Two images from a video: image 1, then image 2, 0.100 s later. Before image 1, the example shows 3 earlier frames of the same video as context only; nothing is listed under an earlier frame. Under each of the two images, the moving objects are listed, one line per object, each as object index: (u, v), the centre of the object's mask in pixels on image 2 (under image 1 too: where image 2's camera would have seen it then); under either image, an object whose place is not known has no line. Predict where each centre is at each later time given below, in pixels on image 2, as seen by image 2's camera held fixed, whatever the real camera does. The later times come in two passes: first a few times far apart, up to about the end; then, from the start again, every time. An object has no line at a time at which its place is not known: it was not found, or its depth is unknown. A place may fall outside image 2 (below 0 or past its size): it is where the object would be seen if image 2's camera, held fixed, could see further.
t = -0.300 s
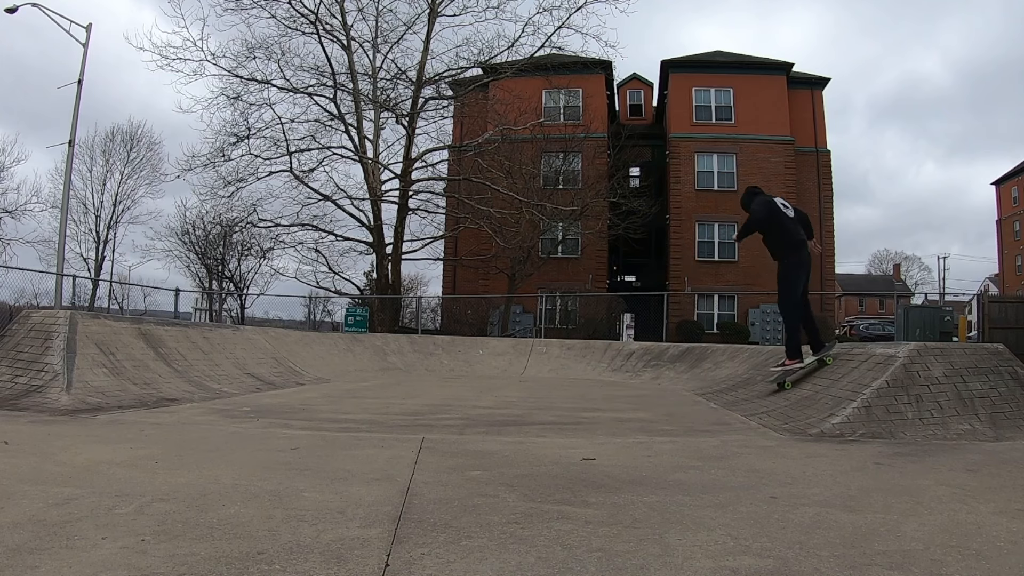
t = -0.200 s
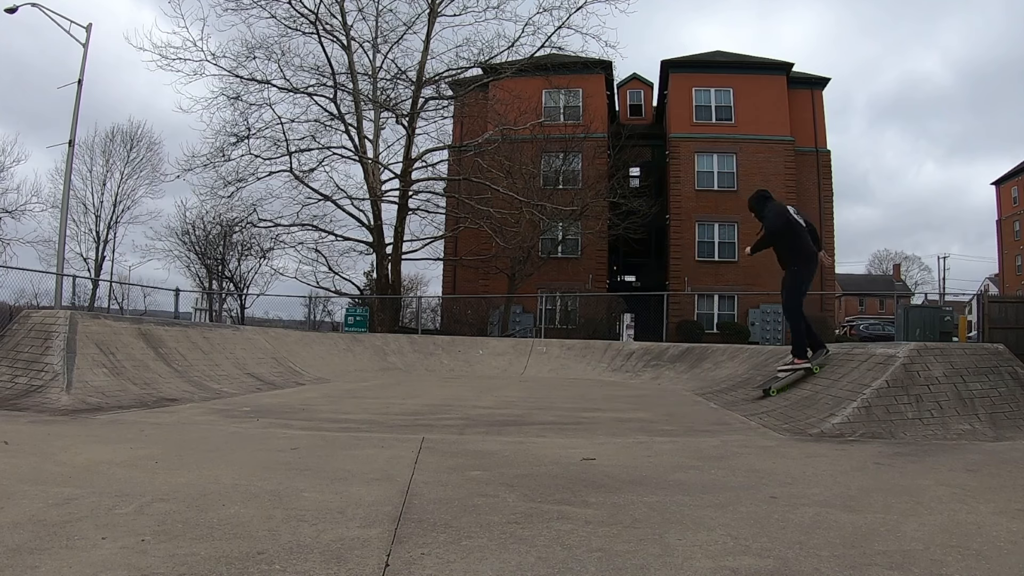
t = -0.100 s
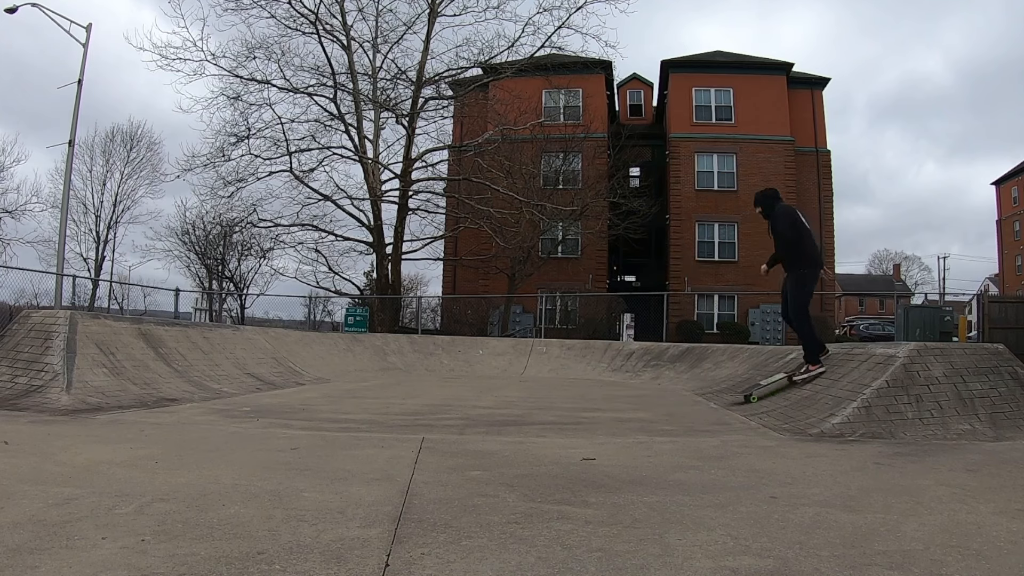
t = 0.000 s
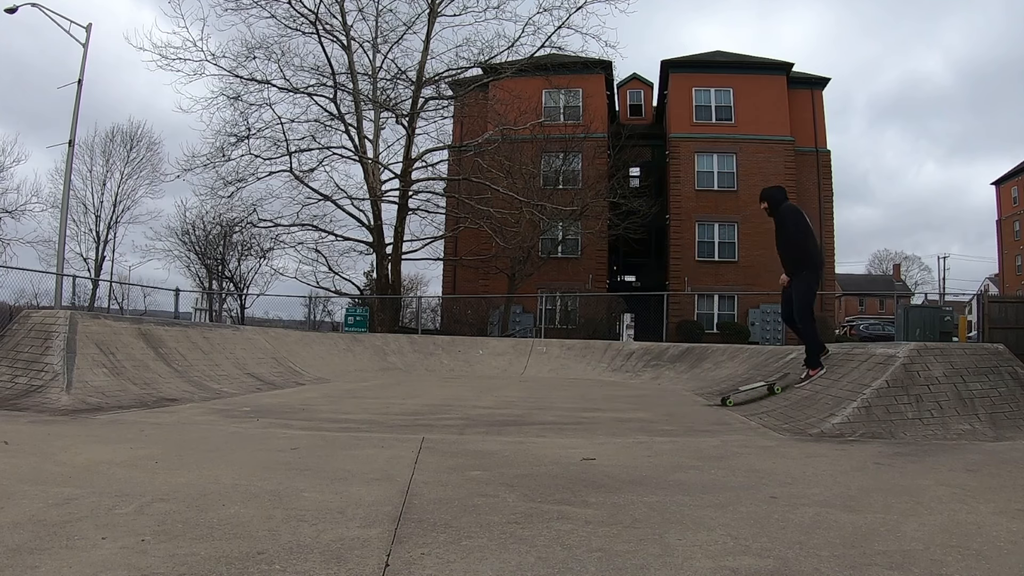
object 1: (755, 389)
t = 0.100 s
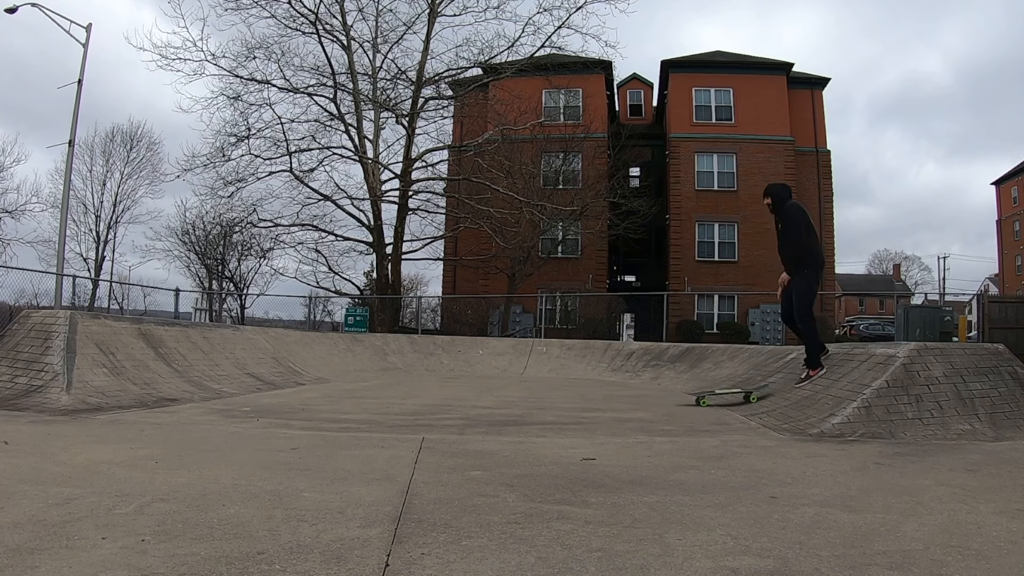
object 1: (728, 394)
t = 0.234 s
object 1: (686, 396)
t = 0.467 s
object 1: (628, 394)
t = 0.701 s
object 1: (561, 393)
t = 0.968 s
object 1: (486, 391)
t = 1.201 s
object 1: (422, 390)
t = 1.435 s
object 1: (362, 387)
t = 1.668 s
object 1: (307, 384)
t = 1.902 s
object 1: (254, 377)
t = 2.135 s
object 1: (219, 360)
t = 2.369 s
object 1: (203, 347)
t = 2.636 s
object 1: (204, 348)
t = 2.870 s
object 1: (222, 363)
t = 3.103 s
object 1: (256, 378)
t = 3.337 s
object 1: (304, 384)
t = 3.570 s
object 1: (350, 386)
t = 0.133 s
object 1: (716, 395)
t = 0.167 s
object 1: (705, 396)
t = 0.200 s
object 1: (697, 396)
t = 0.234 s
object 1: (686, 396)
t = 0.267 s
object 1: (679, 396)
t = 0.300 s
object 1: (671, 396)
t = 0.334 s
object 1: (665, 395)
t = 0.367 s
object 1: (655, 395)
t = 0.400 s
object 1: (647, 395)
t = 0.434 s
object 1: (637, 395)
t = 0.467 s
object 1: (628, 394)
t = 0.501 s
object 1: (618, 394)
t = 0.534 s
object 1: (609, 394)
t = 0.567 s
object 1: (600, 394)
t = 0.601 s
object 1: (590, 394)
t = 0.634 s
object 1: (581, 393)
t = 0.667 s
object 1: (571, 393)
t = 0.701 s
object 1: (561, 393)
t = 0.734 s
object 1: (551, 393)
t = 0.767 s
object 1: (542, 392)
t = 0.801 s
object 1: (533, 392)
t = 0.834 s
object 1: (523, 392)
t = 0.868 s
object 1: (514, 392)
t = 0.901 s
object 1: (505, 392)
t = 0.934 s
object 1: (495, 391)
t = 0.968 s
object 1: (486, 391)
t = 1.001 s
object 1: (476, 391)
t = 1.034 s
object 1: (467, 391)
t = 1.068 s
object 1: (457, 391)
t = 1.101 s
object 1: (448, 390)
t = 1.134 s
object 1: (439, 390)
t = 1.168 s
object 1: (431, 390)
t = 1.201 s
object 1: (422, 390)
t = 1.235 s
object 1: (413, 389)
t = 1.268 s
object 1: (405, 388)
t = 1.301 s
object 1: (396, 389)
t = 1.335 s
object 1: (387, 388)
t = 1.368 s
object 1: (379, 388)
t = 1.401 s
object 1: (371, 387)
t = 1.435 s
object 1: (362, 387)
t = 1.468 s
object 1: (355, 387)
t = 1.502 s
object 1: (346, 386)
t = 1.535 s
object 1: (338, 386)
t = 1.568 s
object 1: (329, 386)
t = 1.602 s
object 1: (323, 385)
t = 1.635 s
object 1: (315, 385)
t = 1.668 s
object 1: (307, 384)
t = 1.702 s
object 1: (299, 384)
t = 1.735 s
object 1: (291, 384)
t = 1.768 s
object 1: (283, 383)
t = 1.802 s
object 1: (276, 382)
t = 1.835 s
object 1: (269, 381)
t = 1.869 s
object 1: (261, 379)
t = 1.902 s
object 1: (254, 377)
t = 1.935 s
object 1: (247, 375)
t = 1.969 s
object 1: (242, 373)
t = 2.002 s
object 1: (236, 370)
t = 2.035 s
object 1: (231, 367)
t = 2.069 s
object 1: (226, 365)
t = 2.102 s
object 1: (222, 362)
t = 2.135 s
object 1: (219, 360)
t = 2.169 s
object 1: (216, 358)
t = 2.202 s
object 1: (213, 355)
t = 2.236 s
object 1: (210, 353)
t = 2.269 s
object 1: (208, 351)
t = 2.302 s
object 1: (206, 349)
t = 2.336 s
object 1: (204, 348)
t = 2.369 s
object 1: (203, 347)
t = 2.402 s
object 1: (202, 346)
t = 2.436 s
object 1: (201, 346)
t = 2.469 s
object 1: (201, 346)
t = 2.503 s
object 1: (201, 345)
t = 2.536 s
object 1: (201, 346)
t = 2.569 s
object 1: (202, 346)
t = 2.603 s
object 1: (203, 347)
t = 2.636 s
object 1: (204, 348)
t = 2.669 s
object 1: (206, 350)
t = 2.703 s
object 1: (208, 351)
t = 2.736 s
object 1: (210, 353)
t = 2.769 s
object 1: (213, 355)
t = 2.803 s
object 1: (215, 358)
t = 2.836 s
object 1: (219, 360)
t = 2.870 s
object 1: (222, 363)
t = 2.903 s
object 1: (225, 364)
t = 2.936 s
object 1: (230, 368)
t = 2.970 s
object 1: (235, 370)
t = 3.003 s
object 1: (240, 373)
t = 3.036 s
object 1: (245, 375)
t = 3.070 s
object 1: (250, 377)
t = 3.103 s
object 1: (256, 378)
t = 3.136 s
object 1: (263, 380)
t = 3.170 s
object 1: (270, 381)
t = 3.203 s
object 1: (276, 382)
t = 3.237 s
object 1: (283, 383)
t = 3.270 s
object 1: (290, 383)
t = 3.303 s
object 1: (297, 384)
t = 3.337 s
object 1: (304, 384)
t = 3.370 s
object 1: (310, 385)
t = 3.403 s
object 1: (317, 385)
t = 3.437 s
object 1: (324, 385)
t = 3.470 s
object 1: (330, 385)
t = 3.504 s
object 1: (337, 386)
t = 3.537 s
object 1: (344, 386)
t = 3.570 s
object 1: (350, 386)
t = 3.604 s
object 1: (357, 387)
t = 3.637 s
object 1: (363, 387)
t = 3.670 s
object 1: (370, 387)
